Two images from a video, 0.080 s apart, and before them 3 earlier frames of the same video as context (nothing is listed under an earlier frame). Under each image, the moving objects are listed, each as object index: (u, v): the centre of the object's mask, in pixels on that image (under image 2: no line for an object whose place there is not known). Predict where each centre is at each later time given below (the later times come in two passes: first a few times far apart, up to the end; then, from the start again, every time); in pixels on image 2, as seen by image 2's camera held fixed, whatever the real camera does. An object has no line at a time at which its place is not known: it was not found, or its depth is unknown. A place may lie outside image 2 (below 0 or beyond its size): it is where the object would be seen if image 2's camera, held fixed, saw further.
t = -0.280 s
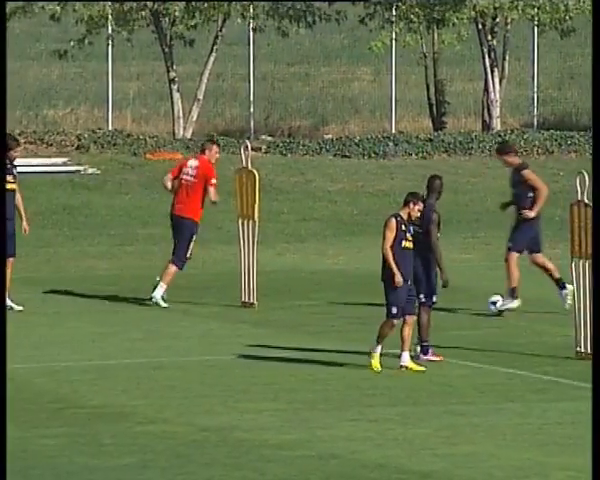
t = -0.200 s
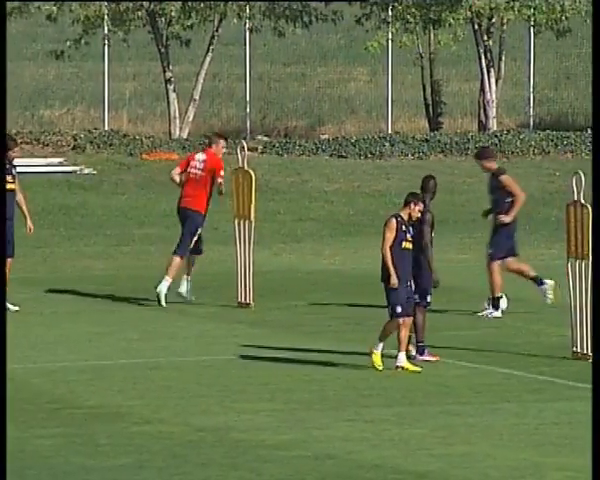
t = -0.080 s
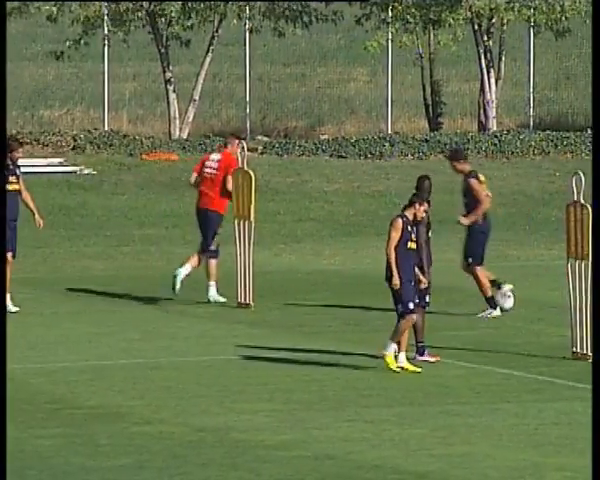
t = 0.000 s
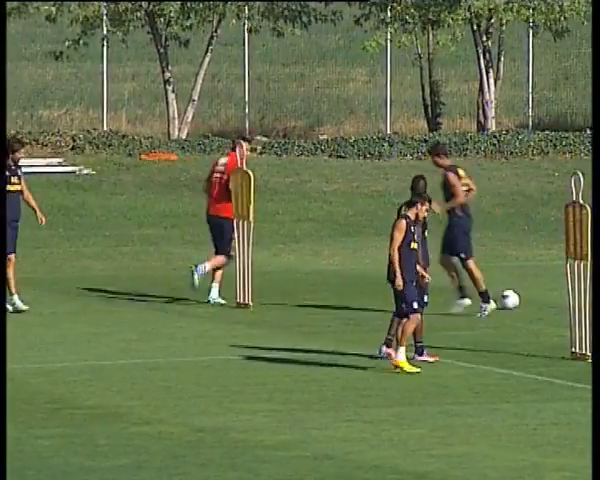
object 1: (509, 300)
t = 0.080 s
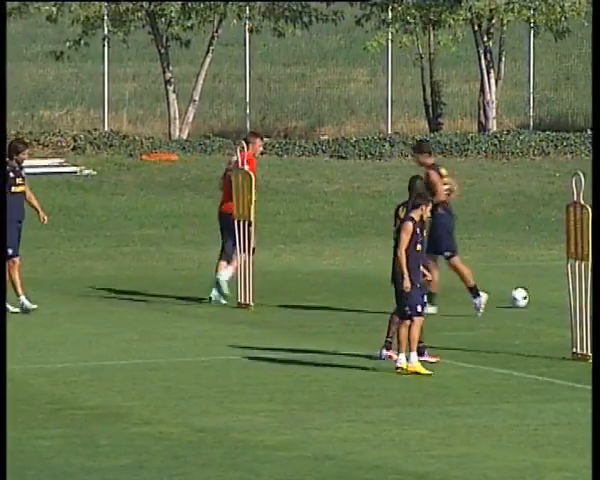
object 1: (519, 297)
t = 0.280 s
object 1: (542, 295)
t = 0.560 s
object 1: (575, 290)
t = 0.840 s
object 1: (607, 287)
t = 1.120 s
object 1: (634, 285)
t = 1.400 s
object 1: (658, 281)
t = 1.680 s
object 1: (680, 279)
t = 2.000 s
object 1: (702, 276)
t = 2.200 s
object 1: (714, 274)
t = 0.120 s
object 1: (522, 297)
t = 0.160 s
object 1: (527, 297)
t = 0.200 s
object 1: (532, 296)
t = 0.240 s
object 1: (536, 295)
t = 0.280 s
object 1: (542, 295)
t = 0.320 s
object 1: (546, 294)
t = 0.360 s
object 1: (551, 294)
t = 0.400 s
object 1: (556, 294)
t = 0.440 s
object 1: (561, 292)
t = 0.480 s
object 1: (566, 292)
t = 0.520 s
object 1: (571, 292)
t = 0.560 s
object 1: (575, 290)
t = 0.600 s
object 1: (580, 289)
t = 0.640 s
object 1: (586, 290)
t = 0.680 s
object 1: (590, 290)
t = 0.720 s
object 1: (595, 289)
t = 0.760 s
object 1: (600, 289)
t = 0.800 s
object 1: (603, 288)
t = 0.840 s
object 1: (607, 287)
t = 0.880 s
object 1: (611, 287)
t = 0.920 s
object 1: (615, 287)
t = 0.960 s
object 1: (619, 286)
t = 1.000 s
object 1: (622, 285)
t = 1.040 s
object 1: (627, 286)
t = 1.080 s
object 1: (630, 285)
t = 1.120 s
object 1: (634, 285)
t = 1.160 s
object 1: (637, 285)
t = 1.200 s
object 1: (641, 283)
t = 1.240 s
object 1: (645, 283)
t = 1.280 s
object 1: (648, 283)
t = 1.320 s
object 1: (651, 282)
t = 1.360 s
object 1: (655, 282)
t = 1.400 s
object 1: (658, 281)
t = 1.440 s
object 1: (661, 281)
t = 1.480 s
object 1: (664, 281)
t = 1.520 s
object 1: (667, 281)
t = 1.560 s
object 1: (670, 280)
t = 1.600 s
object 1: (673, 280)
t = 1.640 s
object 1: (677, 279)
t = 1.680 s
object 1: (680, 279)
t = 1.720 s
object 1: (682, 278)
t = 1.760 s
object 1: (685, 278)
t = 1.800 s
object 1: (689, 278)
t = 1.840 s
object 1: (691, 277)
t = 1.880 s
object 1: (693, 277)
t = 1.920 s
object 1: (696, 277)
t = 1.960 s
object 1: (699, 276)
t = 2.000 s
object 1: (702, 276)
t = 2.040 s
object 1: (704, 275)
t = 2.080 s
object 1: (707, 275)
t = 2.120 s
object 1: (709, 275)
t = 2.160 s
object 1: (712, 274)
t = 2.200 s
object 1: (714, 274)
